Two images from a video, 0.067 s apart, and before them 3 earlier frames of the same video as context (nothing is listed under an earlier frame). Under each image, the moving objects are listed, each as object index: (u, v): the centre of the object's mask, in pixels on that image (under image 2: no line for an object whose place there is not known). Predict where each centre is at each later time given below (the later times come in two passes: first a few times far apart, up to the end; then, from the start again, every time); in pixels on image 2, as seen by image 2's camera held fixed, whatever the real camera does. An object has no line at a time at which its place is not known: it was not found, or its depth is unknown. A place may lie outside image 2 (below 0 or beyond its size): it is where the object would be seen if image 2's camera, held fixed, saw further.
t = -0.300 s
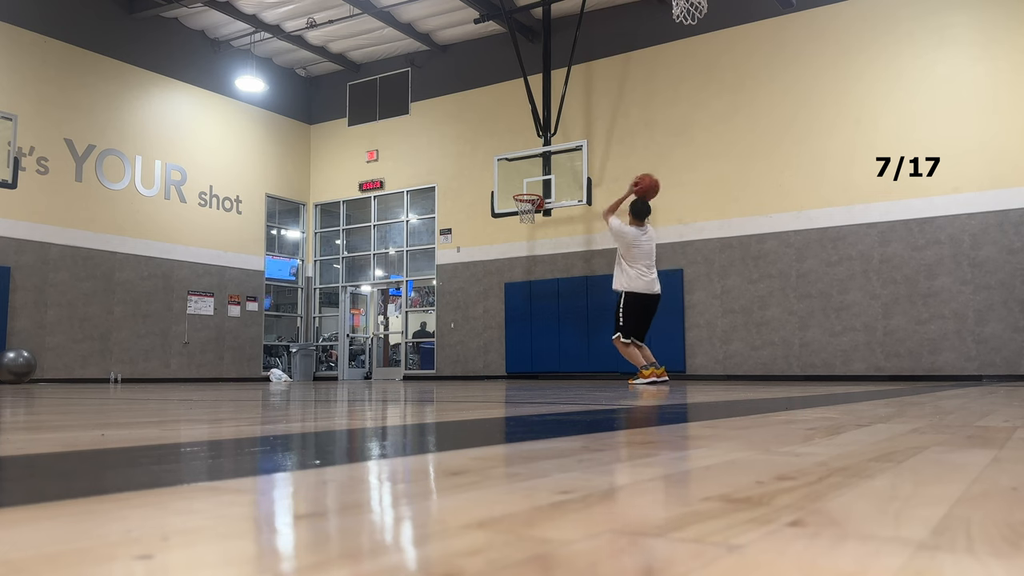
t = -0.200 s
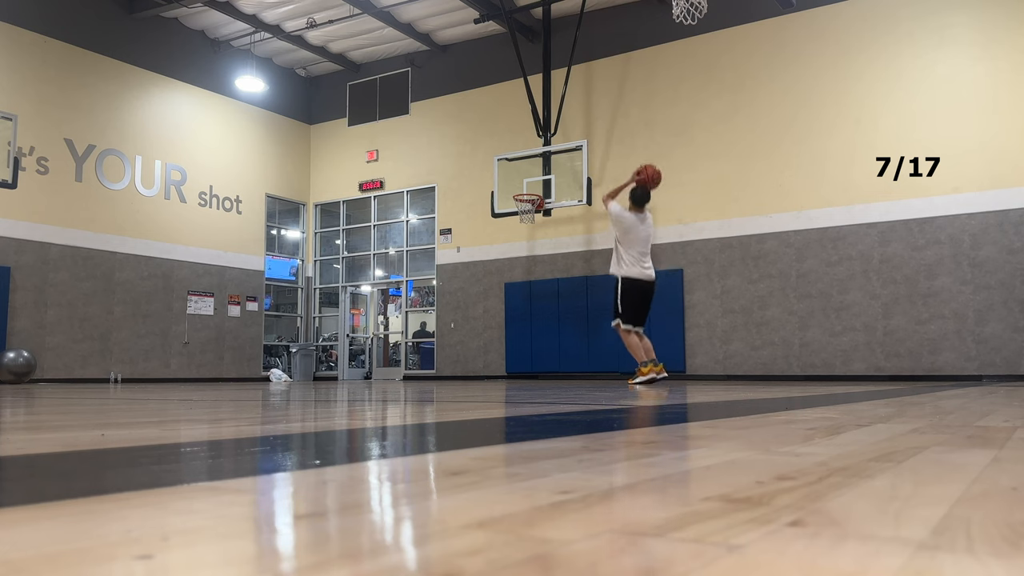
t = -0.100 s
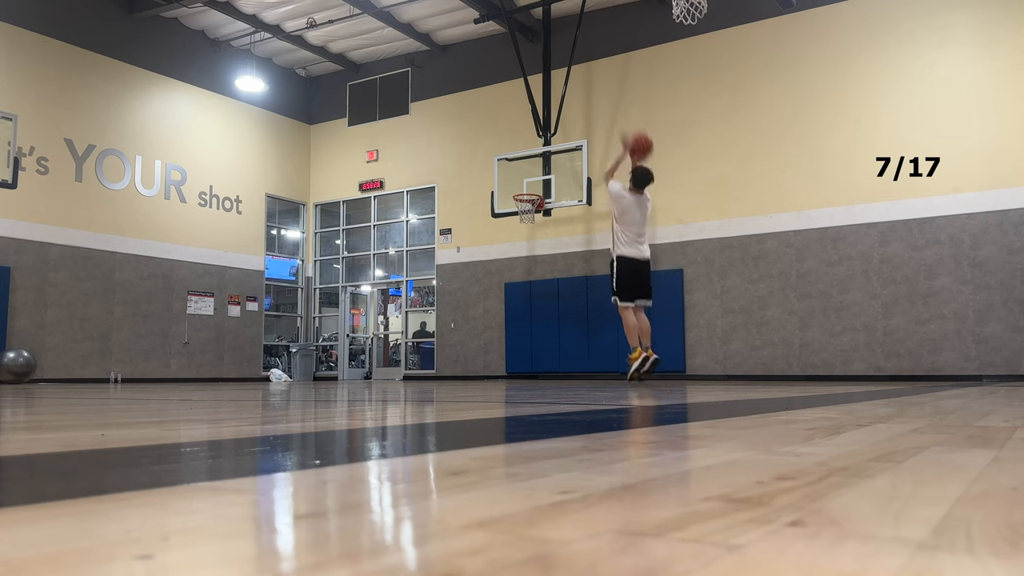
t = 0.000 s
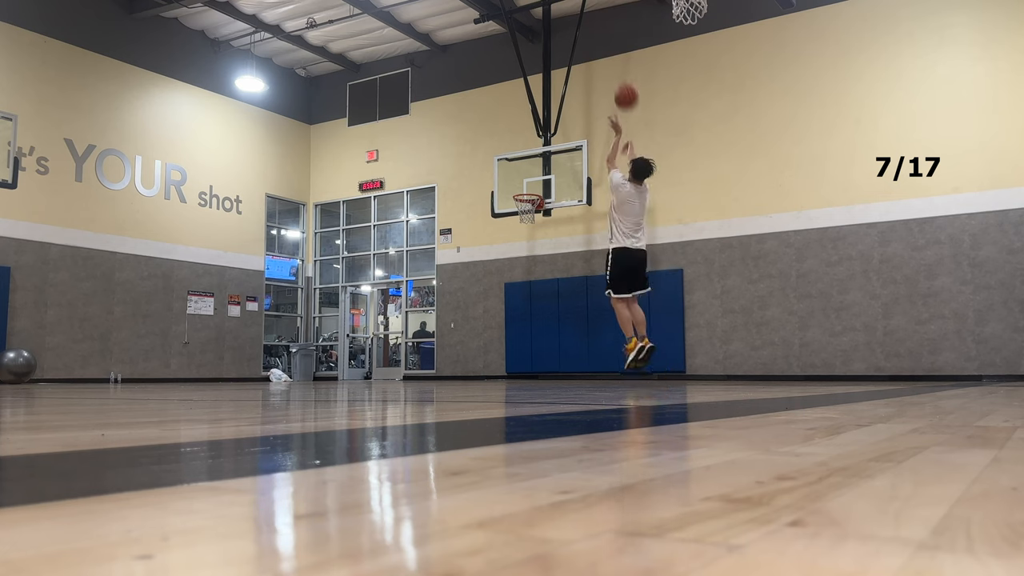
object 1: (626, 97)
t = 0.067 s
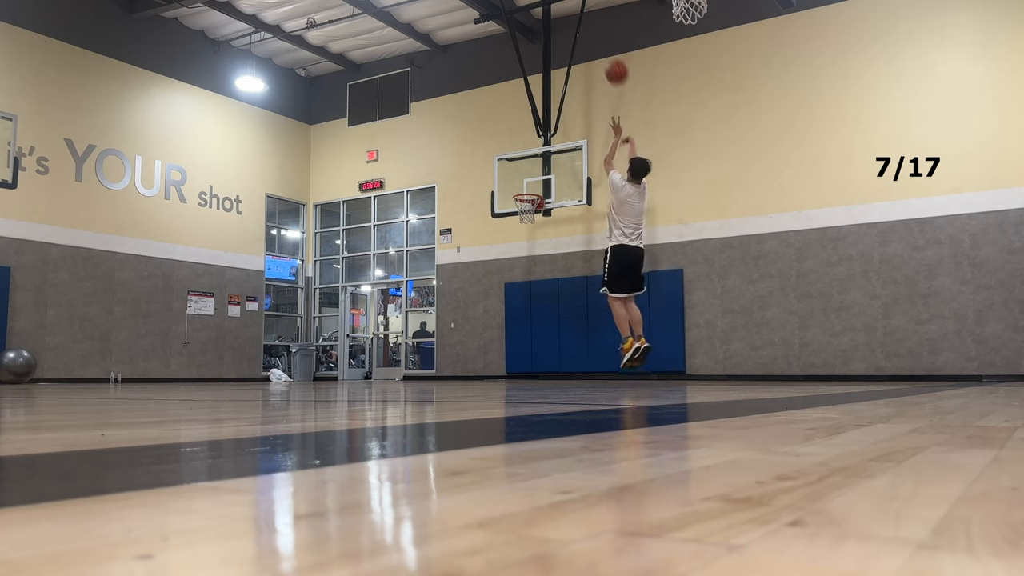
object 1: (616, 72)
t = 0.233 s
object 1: (597, 36)
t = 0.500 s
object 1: (572, 31)
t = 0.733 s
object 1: (553, 68)
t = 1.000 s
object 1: (538, 140)
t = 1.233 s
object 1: (528, 212)
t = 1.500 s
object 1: (522, 237)
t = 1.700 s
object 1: (518, 283)
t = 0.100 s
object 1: (612, 61)
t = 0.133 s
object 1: (608, 53)
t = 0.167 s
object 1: (604, 46)
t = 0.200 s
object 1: (600, 40)
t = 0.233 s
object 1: (597, 36)
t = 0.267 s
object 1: (593, 32)
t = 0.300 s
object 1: (590, 30)
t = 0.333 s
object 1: (587, 28)
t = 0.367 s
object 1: (583, 27)
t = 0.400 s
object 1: (580, 27)
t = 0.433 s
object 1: (577, 28)
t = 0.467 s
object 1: (574, 30)
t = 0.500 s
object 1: (572, 31)
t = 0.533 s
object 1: (569, 35)
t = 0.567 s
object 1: (566, 39)
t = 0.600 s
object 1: (563, 43)
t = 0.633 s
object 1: (561, 49)
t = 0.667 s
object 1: (558, 55)
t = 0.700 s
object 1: (555, 61)
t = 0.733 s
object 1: (553, 68)
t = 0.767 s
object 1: (551, 75)
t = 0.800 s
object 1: (549, 83)
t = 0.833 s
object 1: (547, 91)
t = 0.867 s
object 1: (545, 100)
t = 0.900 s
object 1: (543, 110)
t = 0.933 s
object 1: (542, 120)
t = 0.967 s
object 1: (540, 129)
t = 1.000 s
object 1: (538, 140)
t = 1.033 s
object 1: (536, 151)
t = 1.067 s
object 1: (535, 162)
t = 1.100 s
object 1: (533, 173)
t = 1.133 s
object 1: (532, 185)
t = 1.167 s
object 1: (530, 197)
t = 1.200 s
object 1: (527, 207)
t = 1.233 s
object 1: (528, 212)
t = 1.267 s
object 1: (527, 213)
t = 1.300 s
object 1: (526, 213)
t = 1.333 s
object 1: (526, 217)
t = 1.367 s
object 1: (525, 220)
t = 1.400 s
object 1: (524, 223)
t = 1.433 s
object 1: (523, 227)
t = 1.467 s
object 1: (522, 232)
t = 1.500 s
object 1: (522, 237)
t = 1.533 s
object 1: (521, 243)
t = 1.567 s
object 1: (520, 250)
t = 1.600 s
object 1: (519, 258)
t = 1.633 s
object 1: (519, 265)
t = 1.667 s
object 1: (518, 274)
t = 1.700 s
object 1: (518, 283)
